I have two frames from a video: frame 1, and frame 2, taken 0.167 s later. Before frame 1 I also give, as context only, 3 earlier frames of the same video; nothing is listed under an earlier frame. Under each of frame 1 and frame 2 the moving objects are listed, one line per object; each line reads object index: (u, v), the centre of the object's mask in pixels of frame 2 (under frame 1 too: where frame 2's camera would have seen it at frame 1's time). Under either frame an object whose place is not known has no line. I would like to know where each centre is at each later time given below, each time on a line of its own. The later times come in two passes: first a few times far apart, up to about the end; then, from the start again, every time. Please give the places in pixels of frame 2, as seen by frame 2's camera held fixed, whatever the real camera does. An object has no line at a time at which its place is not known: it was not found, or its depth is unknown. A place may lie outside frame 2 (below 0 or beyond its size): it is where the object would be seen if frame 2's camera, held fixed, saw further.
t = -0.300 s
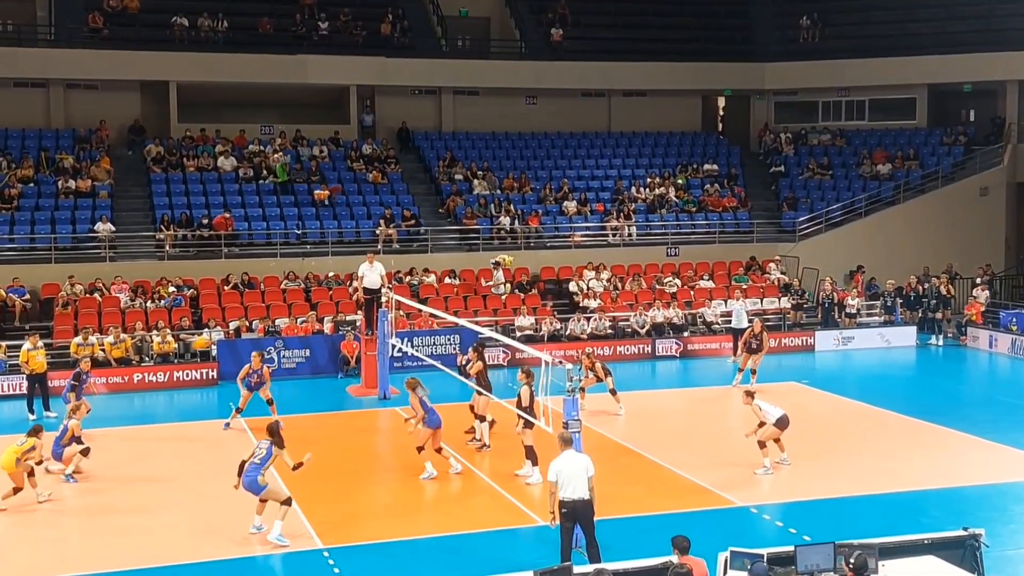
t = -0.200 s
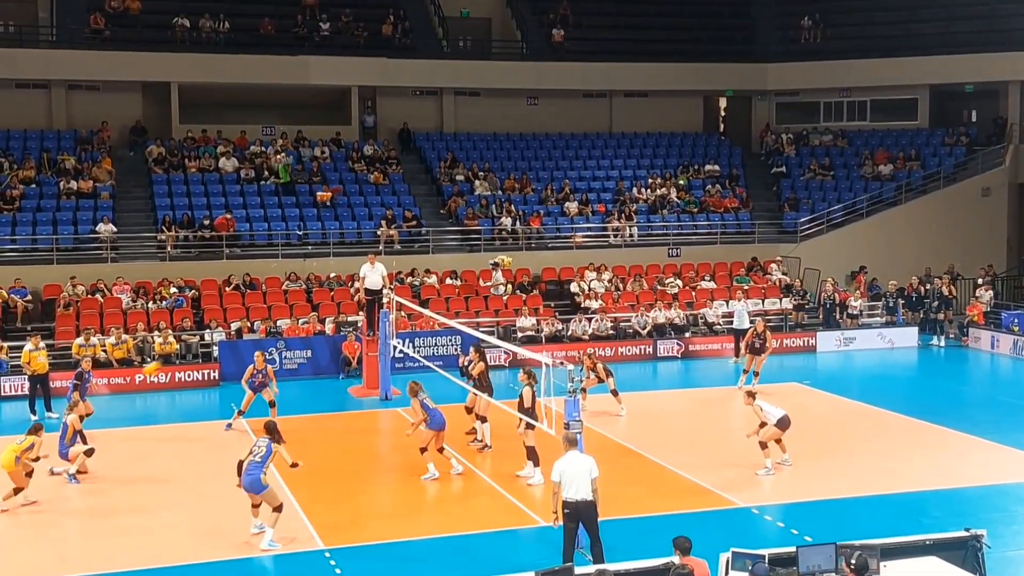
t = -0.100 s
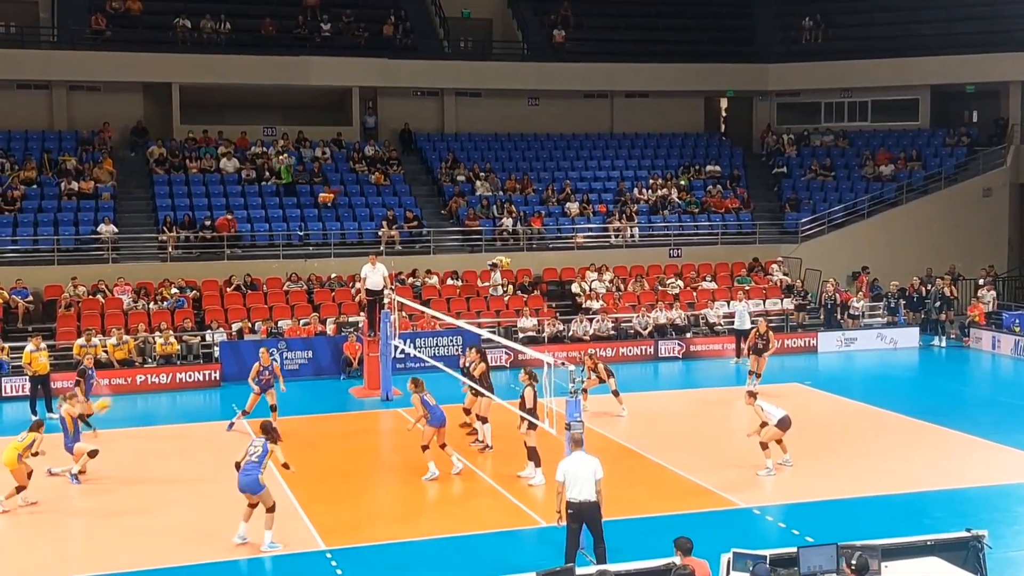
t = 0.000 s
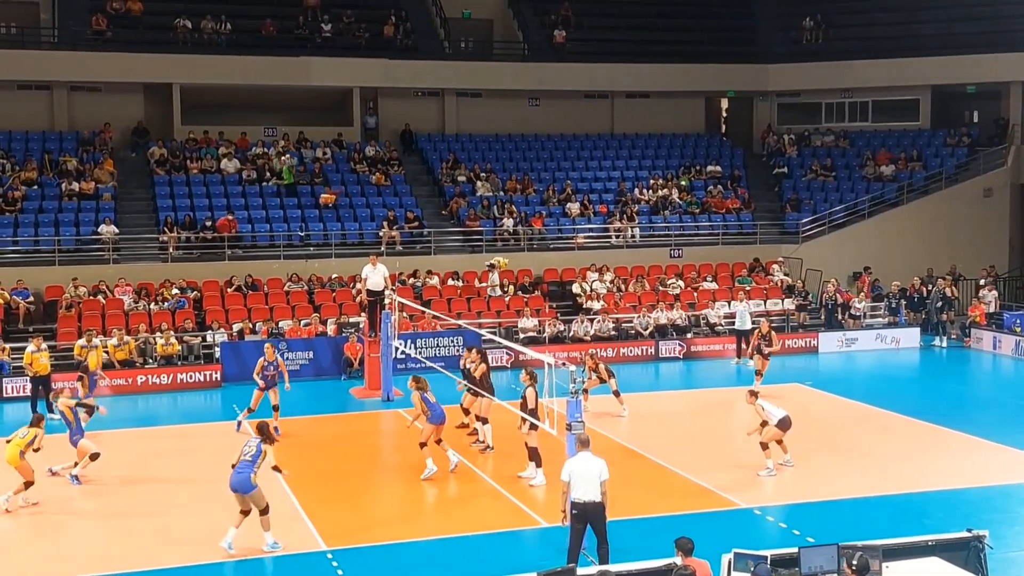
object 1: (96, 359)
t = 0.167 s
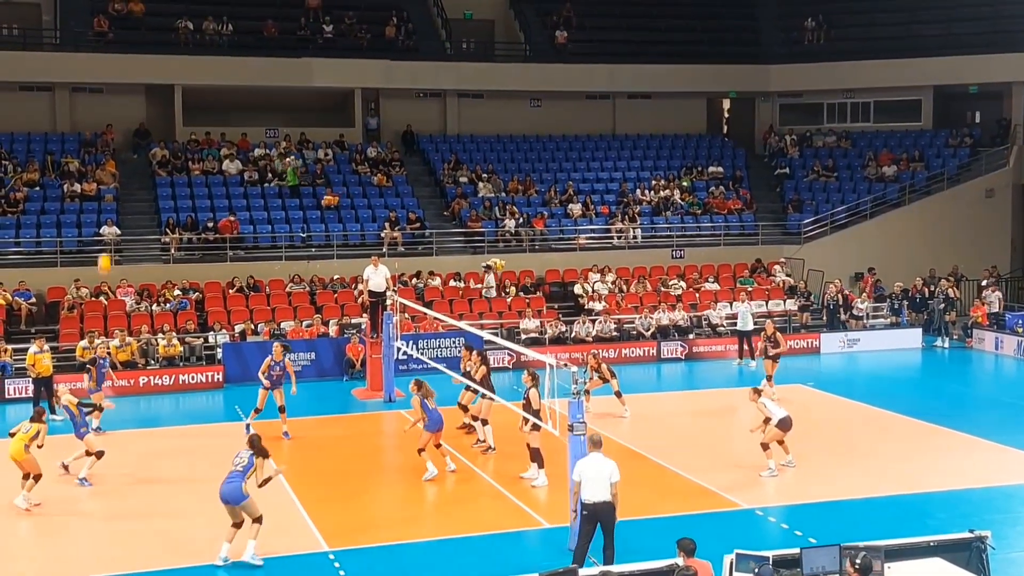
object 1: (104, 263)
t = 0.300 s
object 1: (109, 197)
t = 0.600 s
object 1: (120, 89)
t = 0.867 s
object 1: (130, 40)
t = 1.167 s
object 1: (143, 41)
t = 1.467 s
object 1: (158, 101)
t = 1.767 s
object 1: (177, 219)
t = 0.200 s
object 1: (106, 247)
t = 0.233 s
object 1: (107, 229)
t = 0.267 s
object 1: (108, 214)
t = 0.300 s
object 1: (109, 197)
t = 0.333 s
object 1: (111, 182)
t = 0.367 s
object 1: (111, 168)
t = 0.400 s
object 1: (113, 156)
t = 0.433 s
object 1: (114, 142)
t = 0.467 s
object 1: (115, 130)
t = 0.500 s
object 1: (117, 119)
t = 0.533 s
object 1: (118, 108)
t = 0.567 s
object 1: (118, 98)
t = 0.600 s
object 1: (120, 89)
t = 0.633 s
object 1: (121, 80)
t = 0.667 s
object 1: (122, 72)
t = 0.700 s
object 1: (123, 65)
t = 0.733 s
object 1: (125, 59)
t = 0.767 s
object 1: (126, 52)
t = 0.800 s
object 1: (127, 48)
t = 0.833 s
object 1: (129, 43)
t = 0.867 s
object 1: (130, 40)
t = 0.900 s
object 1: (131, 37)
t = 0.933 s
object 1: (133, 35)
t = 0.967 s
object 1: (134, 34)
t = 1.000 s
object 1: (135, 33)
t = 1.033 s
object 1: (137, 33)
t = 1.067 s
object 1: (138, 34)
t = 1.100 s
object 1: (140, 35)
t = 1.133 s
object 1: (141, 38)
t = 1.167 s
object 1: (143, 41)
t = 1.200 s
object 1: (144, 44)
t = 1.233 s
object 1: (146, 49)
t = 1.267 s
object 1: (148, 54)
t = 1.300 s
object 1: (149, 60)
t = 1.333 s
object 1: (151, 67)
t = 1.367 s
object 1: (153, 74)
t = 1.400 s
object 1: (155, 83)
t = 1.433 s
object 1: (156, 92)
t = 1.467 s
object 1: (158, 101)
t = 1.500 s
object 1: (160, 112)
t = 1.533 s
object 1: (162, 123)
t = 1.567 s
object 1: (165, 135)
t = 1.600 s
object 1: (167, 147)
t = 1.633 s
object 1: (168, 160)
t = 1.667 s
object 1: (171, 174)
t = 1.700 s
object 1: (173, 188)
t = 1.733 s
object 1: (175, 203)
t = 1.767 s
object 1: (177, 219)
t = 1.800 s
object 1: (180, 236)
